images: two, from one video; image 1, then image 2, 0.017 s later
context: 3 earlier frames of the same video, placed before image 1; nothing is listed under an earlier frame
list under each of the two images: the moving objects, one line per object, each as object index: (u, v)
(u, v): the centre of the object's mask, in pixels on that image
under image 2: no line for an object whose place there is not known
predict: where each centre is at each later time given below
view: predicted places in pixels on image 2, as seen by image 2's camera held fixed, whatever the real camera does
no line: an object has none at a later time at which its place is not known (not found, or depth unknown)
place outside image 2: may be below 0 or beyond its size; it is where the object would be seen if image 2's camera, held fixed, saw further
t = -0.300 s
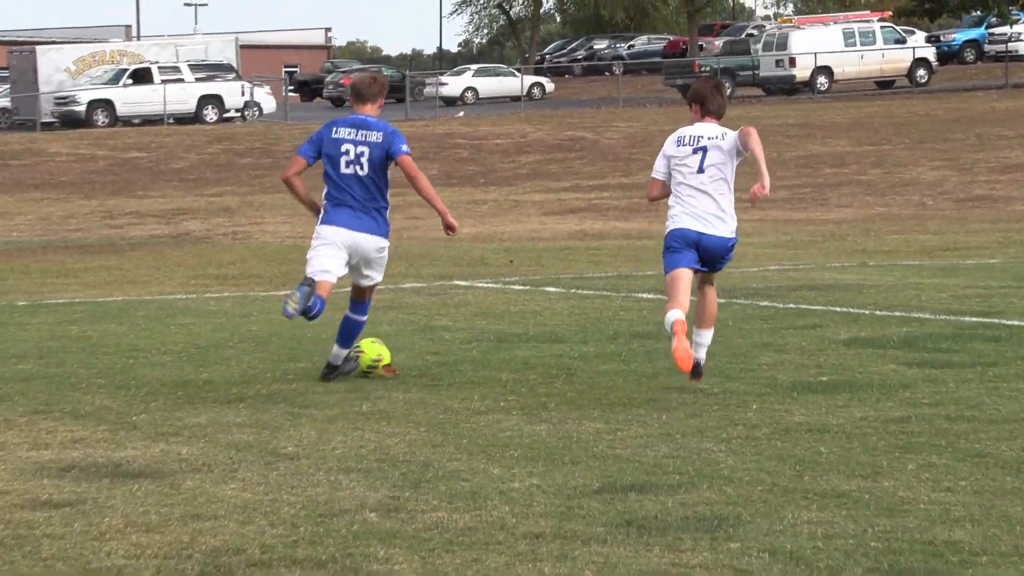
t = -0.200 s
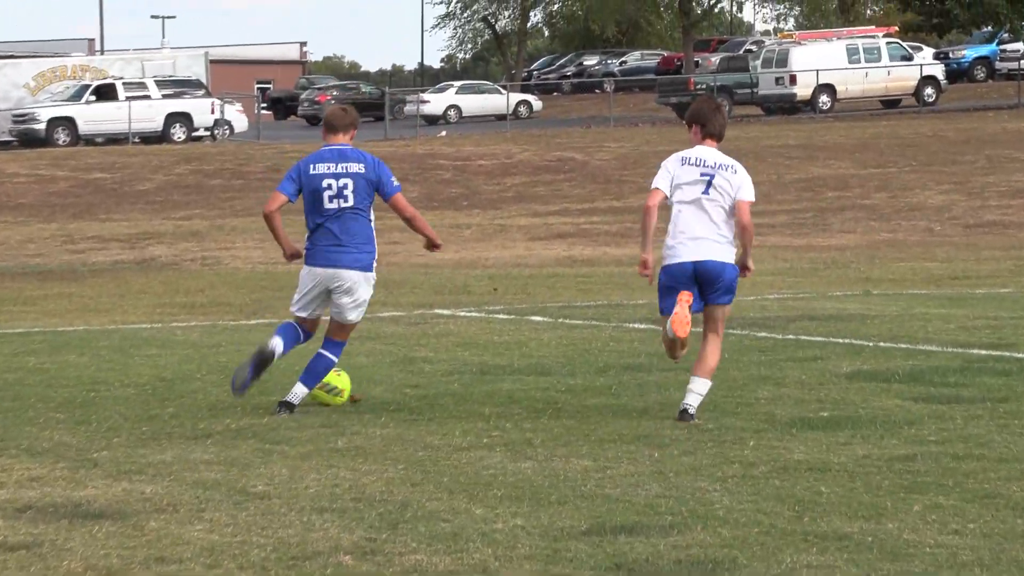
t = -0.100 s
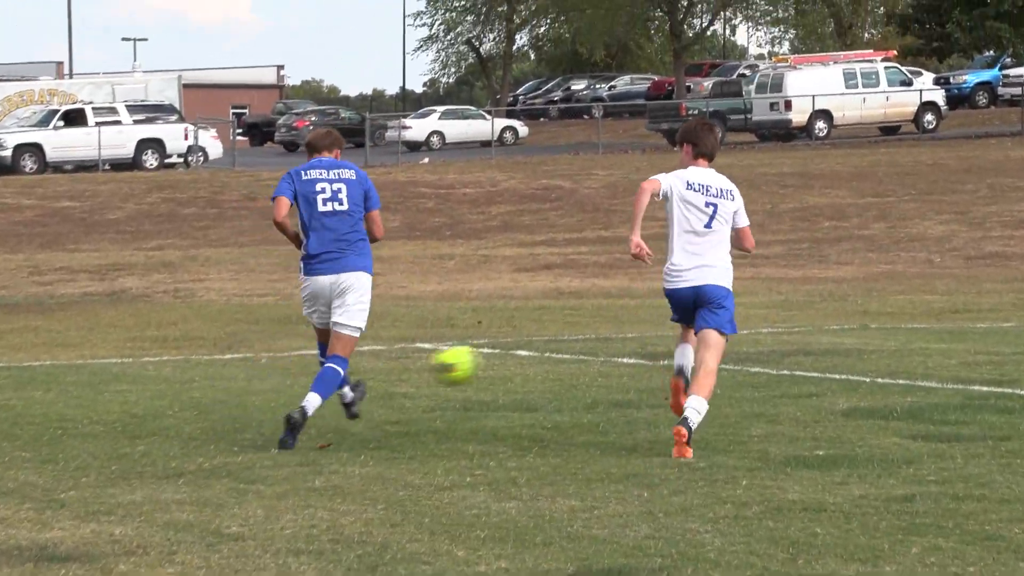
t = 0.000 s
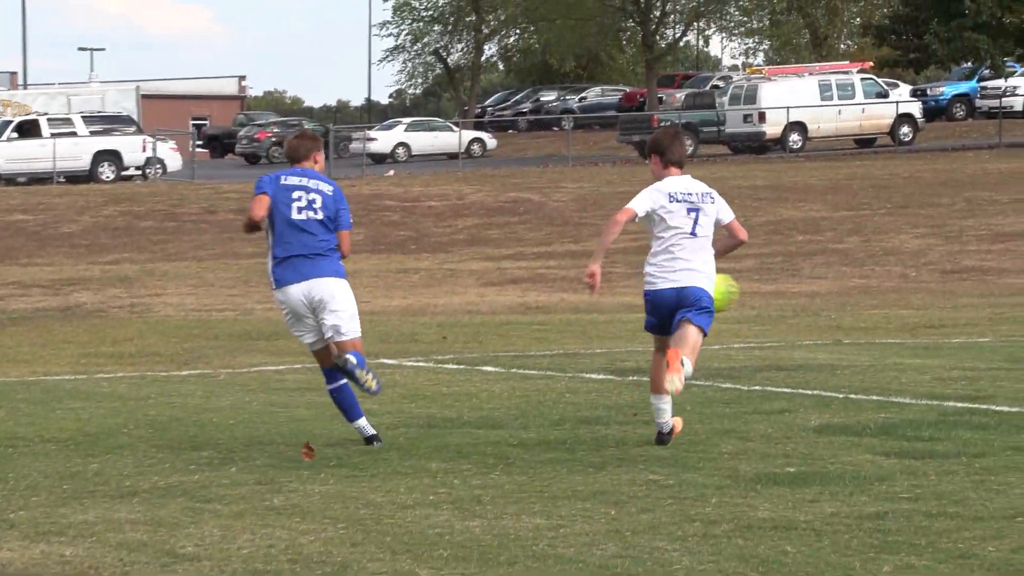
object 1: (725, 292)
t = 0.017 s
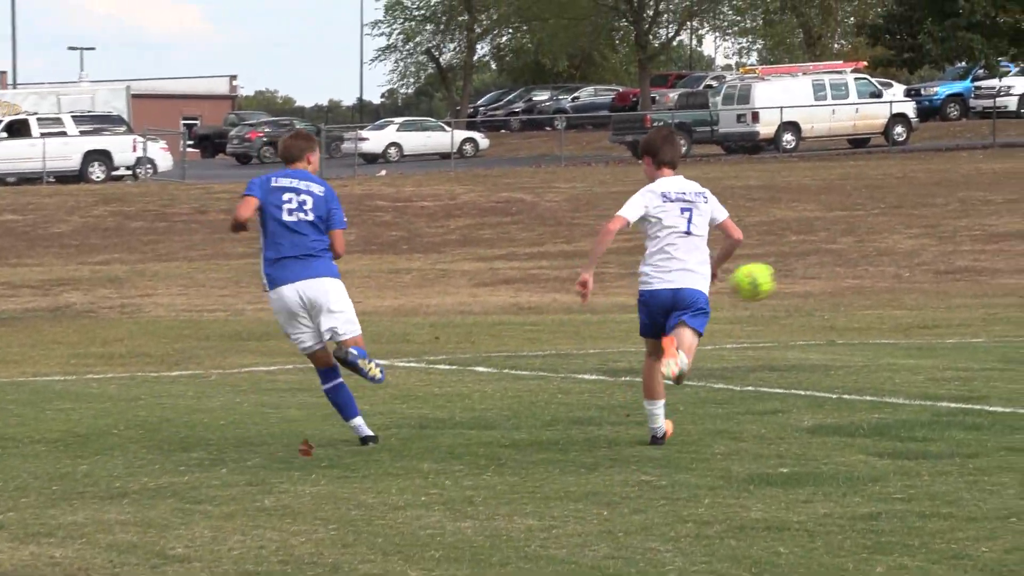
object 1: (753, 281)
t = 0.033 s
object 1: (797, 269)
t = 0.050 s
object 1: (839, 258)
